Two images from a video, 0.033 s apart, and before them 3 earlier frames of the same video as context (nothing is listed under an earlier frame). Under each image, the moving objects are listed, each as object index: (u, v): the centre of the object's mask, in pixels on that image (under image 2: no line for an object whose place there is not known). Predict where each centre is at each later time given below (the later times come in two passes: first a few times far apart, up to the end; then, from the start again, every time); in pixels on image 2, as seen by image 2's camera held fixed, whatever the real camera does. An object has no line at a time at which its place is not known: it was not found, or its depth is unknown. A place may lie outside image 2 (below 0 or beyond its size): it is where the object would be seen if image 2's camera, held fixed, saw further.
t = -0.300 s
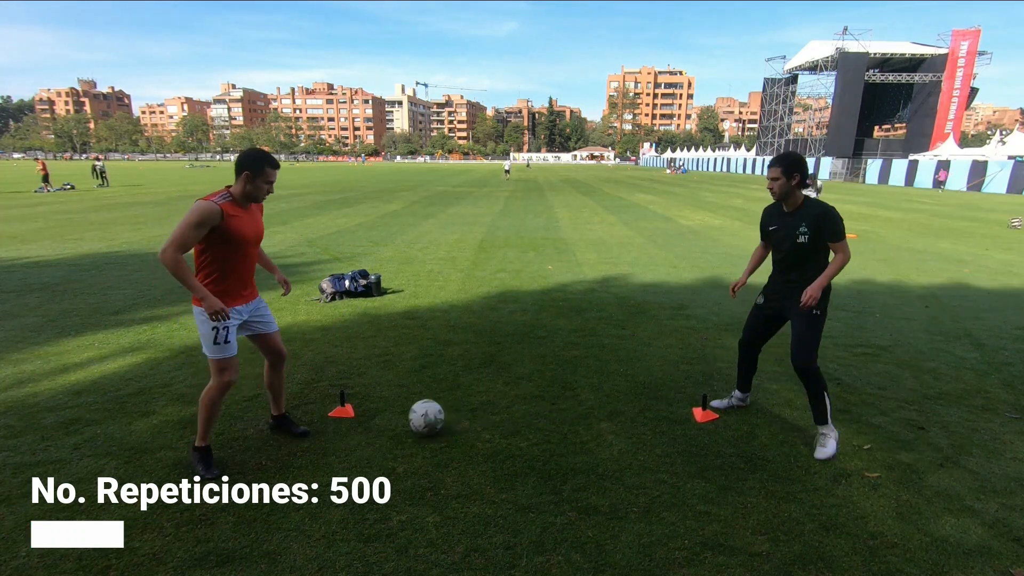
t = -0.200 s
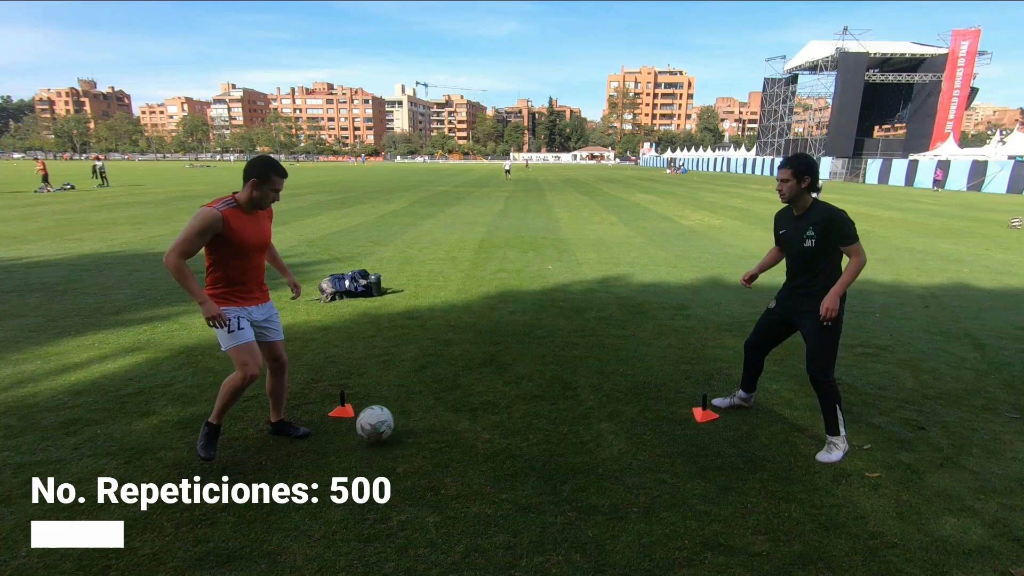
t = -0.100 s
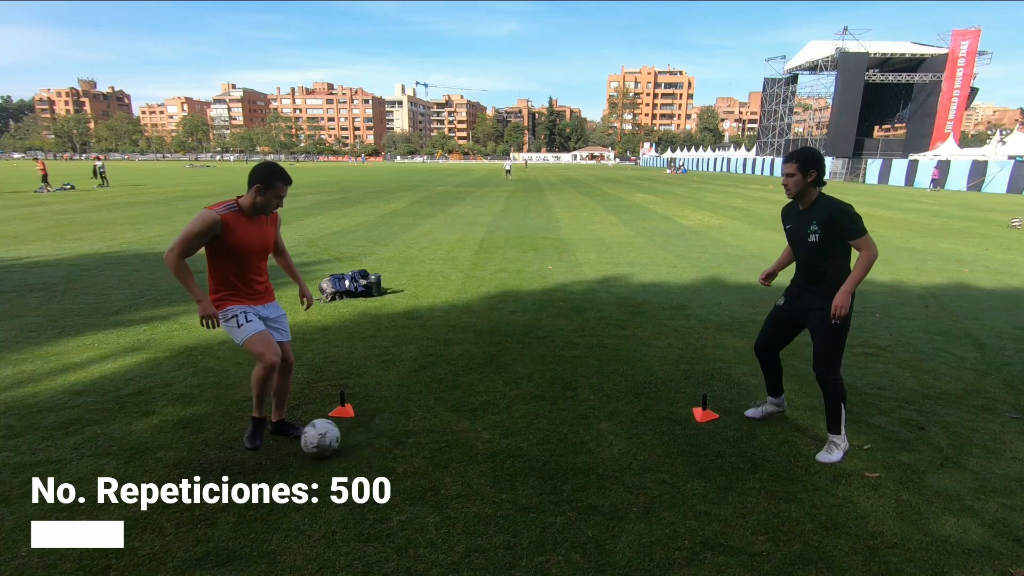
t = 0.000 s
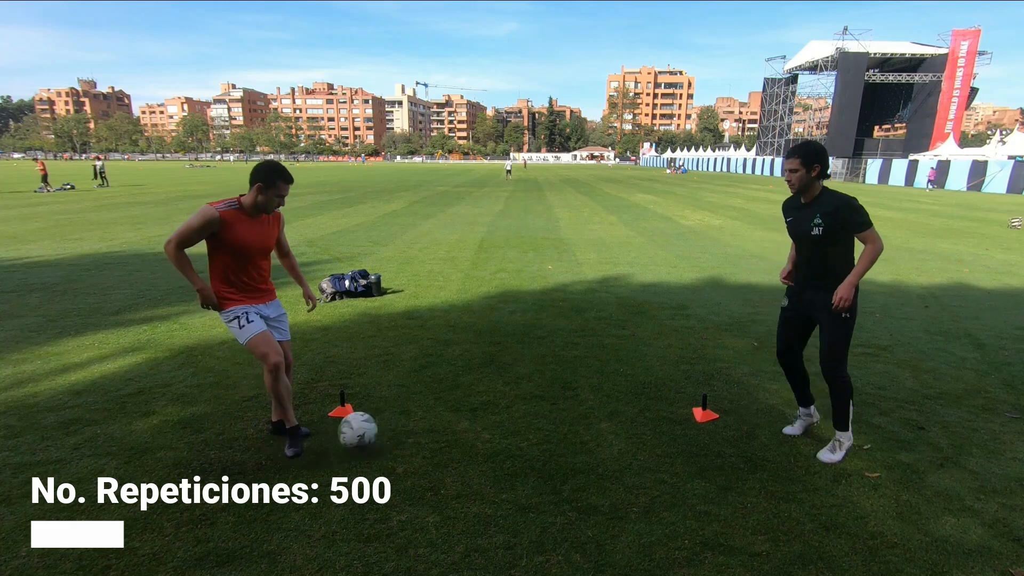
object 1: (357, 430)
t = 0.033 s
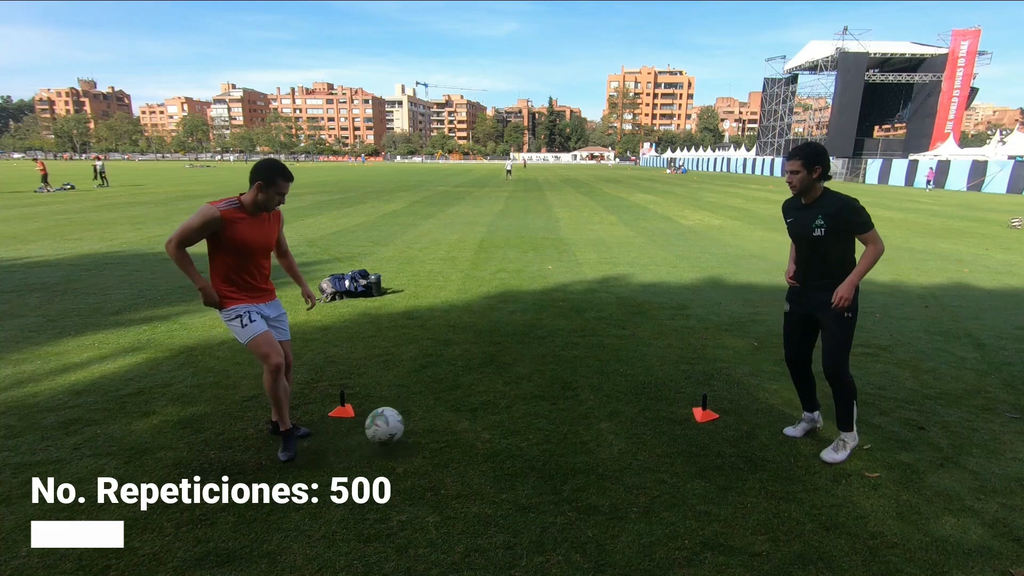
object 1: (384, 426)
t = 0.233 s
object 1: (540, 432)
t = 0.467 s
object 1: (667, 424)
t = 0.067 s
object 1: (411, 423)
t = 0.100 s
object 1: (438, 421)
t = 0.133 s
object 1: (465, 421)
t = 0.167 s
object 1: (490, 424)
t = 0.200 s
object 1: (516, 428)
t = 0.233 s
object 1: (540, 432)
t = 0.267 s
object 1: (559, 427)
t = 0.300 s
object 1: (578, 423)
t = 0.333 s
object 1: (596, 420)
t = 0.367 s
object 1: (615, 420)
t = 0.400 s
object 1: (633, 422)
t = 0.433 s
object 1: (651, 426)
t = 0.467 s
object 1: (667, 424)
